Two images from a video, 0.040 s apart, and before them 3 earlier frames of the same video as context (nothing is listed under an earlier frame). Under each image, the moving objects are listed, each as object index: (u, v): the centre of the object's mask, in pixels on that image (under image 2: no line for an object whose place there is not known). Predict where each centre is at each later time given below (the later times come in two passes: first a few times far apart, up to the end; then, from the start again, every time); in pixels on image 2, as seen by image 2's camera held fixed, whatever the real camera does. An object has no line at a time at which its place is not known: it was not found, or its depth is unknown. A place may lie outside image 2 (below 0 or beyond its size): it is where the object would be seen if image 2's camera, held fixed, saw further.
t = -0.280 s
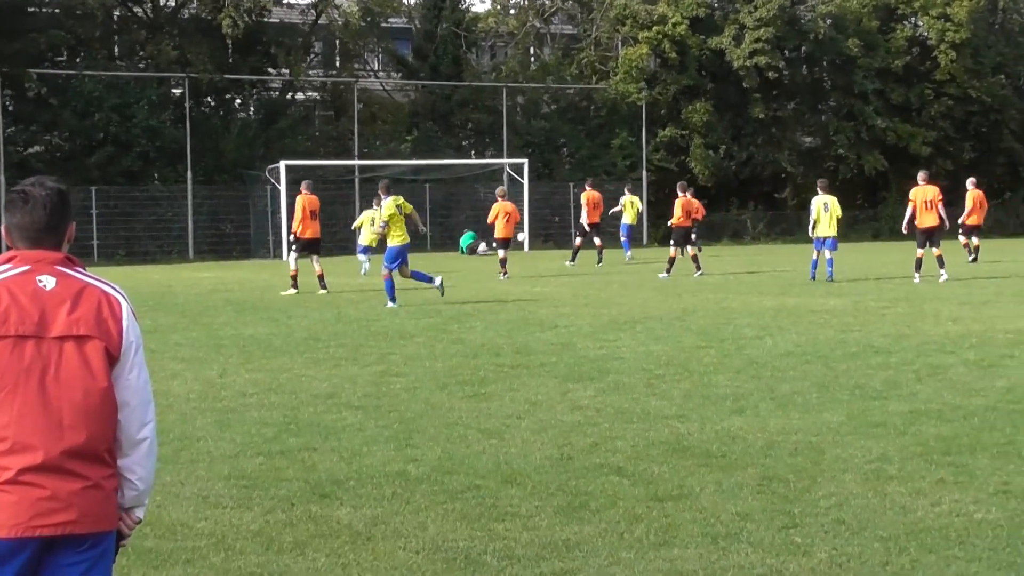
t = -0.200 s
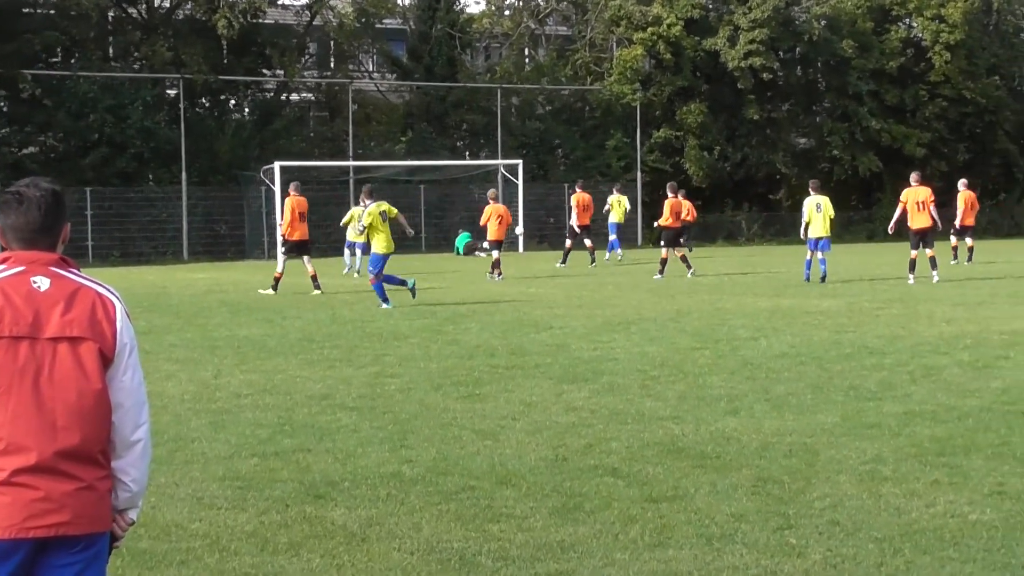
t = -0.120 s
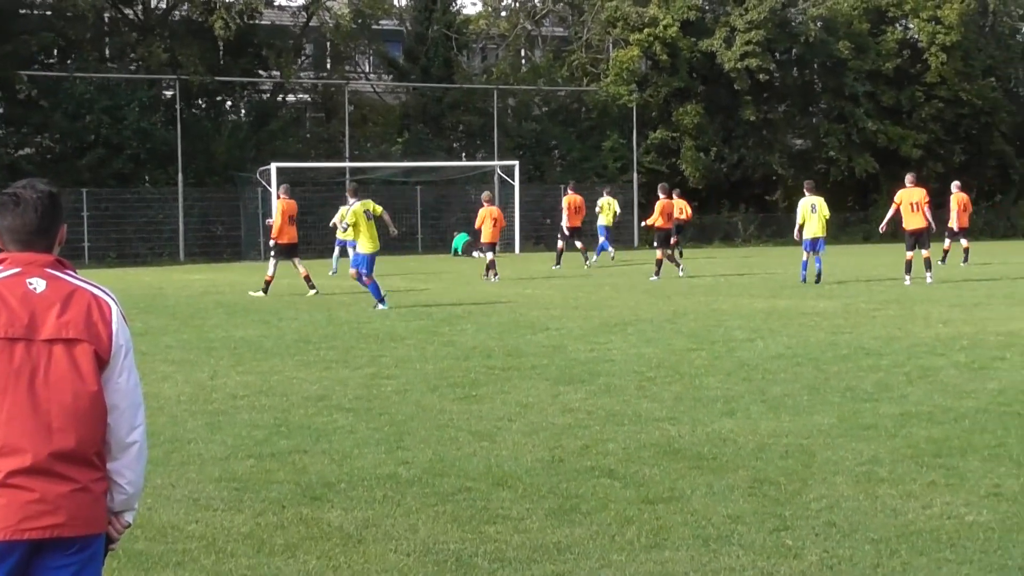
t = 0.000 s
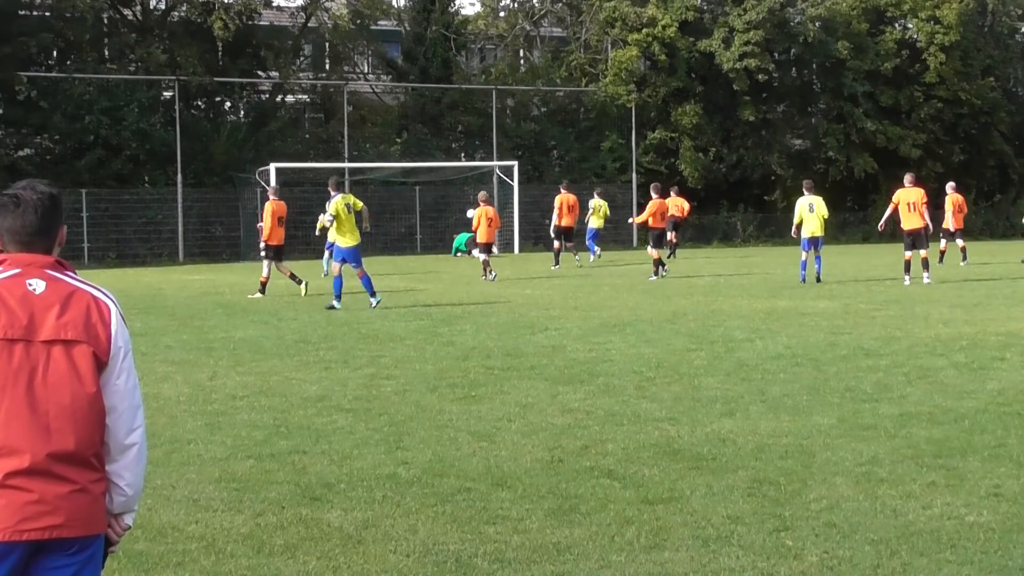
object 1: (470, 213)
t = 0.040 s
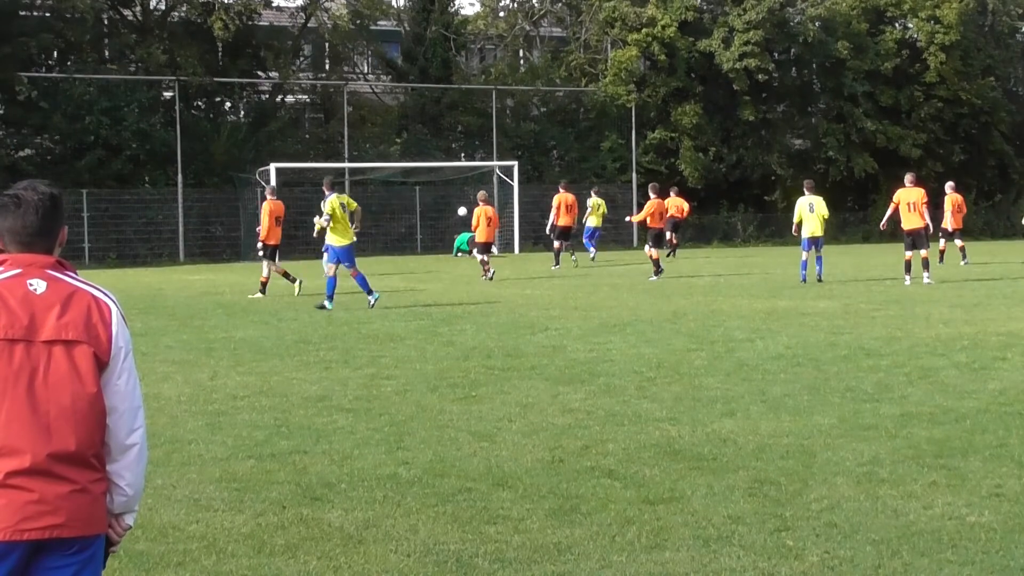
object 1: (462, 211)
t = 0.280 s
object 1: (408, 208)
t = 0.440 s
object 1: (370, 216)
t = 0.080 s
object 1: (453, 209)
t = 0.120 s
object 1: (444, 208)
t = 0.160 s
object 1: (435, 208)
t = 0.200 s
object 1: (426, 207)
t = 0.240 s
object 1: (417, 207)
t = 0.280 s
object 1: (408, 208)
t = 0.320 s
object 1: (398, 209)
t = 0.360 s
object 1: (389, 211)
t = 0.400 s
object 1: (380, 213)
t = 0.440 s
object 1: (370, 216)
